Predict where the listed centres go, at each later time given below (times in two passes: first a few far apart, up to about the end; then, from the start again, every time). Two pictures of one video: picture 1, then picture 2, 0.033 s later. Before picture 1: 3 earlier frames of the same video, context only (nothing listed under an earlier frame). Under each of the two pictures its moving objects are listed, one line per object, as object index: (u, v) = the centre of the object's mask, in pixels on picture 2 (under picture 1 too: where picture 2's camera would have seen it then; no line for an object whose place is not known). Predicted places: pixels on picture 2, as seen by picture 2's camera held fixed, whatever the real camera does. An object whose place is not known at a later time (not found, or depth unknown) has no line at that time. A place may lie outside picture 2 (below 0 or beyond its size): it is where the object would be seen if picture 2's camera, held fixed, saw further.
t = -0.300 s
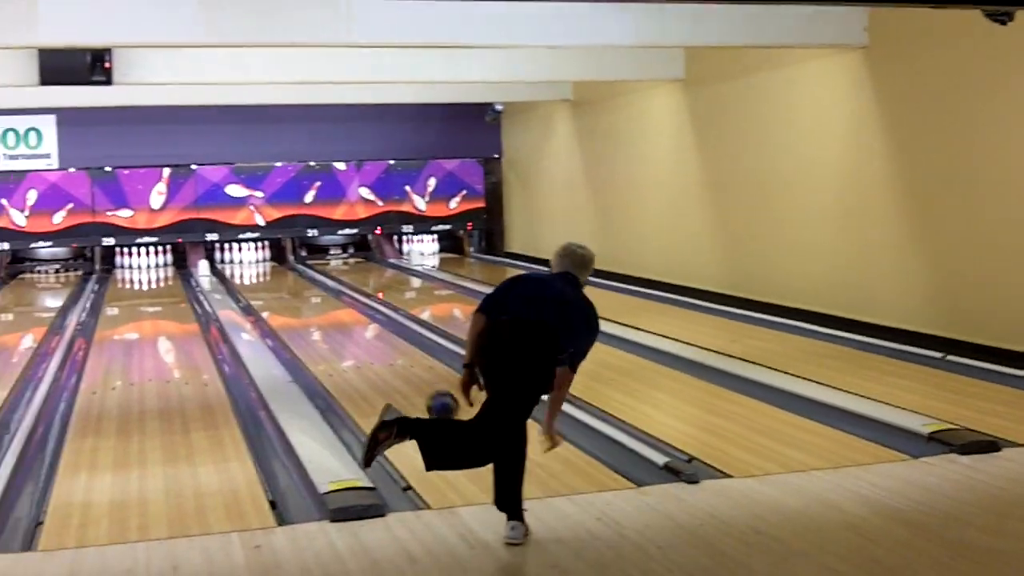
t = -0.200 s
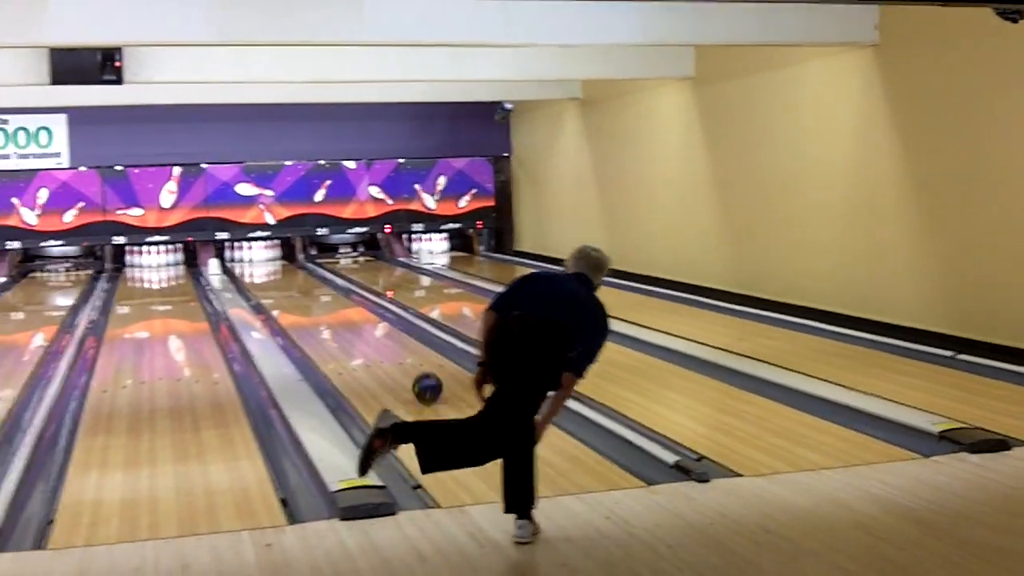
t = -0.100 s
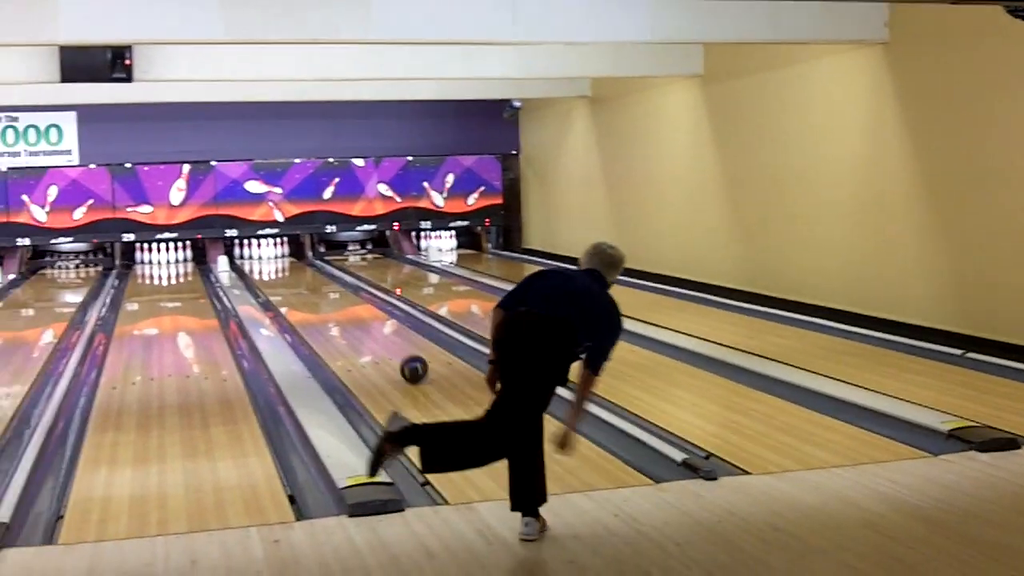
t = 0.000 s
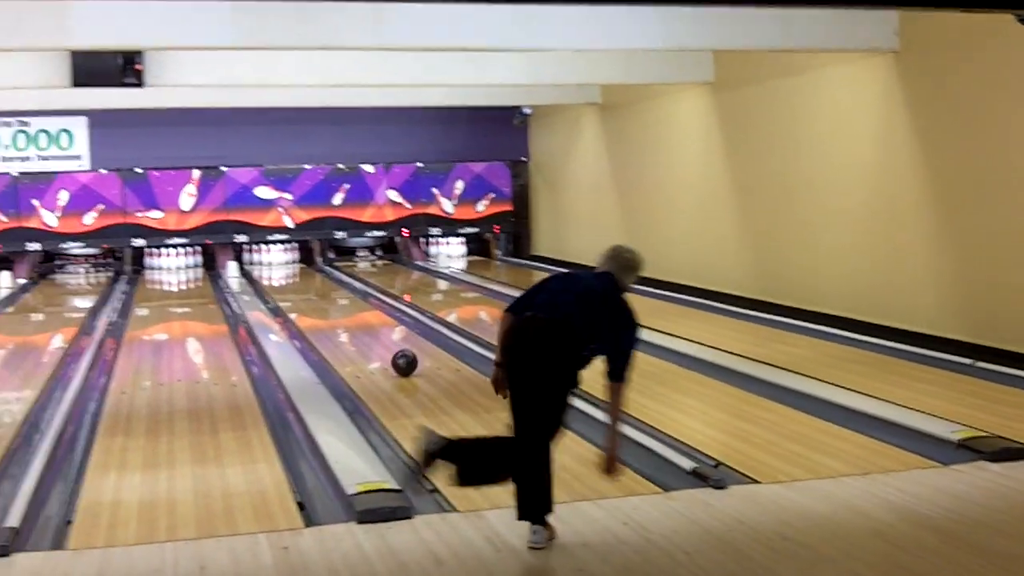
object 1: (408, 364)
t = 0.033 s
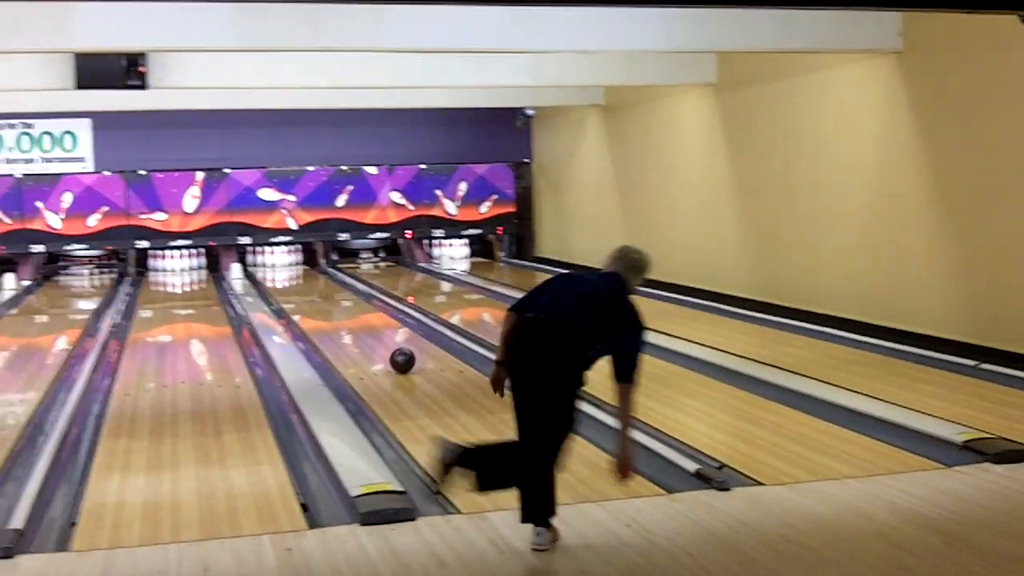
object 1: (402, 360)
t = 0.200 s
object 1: (378, 343)
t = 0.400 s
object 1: (354, 326)
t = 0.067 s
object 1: (397, 356)
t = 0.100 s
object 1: (392, 352)
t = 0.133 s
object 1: (387, 350)
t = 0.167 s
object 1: (382, 346)
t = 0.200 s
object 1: (378, 343)
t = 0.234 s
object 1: (373, 340)
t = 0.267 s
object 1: (369, 337)
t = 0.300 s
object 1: (365, 334)
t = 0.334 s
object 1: (361, 331)
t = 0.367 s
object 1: (358, 329)
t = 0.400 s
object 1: (354, 326)
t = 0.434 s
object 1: (351, 323)
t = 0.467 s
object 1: (347, 321)
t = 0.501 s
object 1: (343, 319)
